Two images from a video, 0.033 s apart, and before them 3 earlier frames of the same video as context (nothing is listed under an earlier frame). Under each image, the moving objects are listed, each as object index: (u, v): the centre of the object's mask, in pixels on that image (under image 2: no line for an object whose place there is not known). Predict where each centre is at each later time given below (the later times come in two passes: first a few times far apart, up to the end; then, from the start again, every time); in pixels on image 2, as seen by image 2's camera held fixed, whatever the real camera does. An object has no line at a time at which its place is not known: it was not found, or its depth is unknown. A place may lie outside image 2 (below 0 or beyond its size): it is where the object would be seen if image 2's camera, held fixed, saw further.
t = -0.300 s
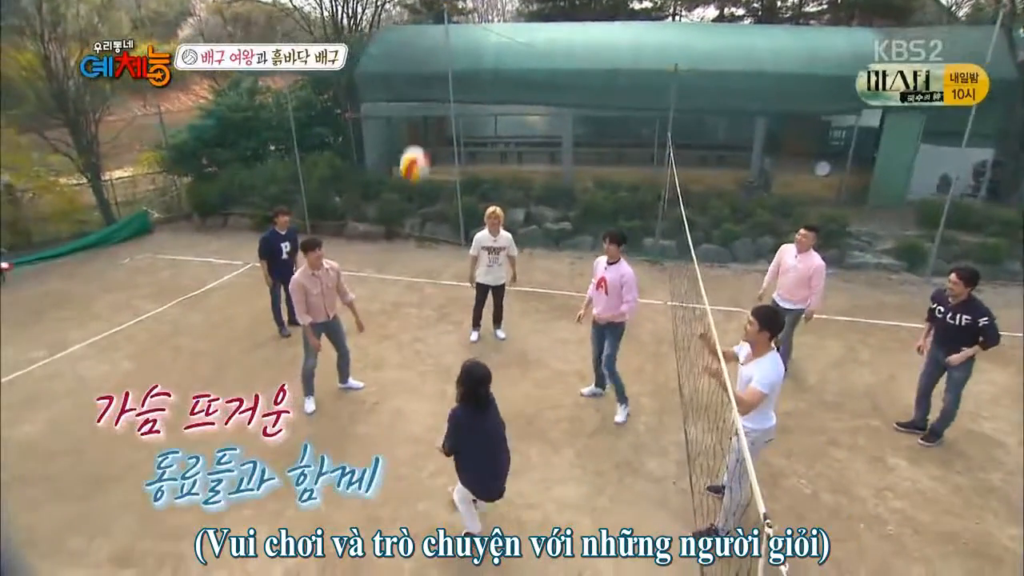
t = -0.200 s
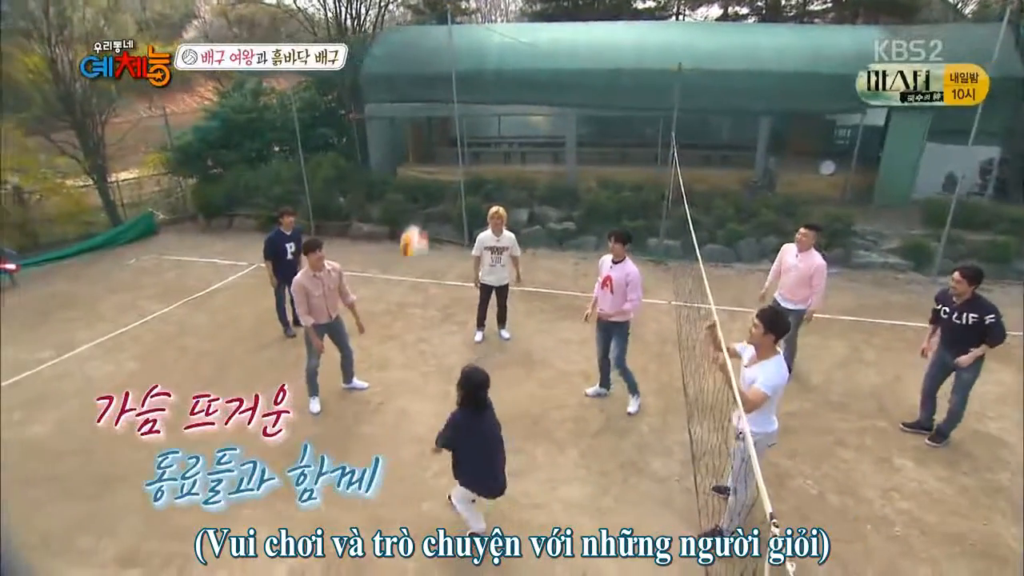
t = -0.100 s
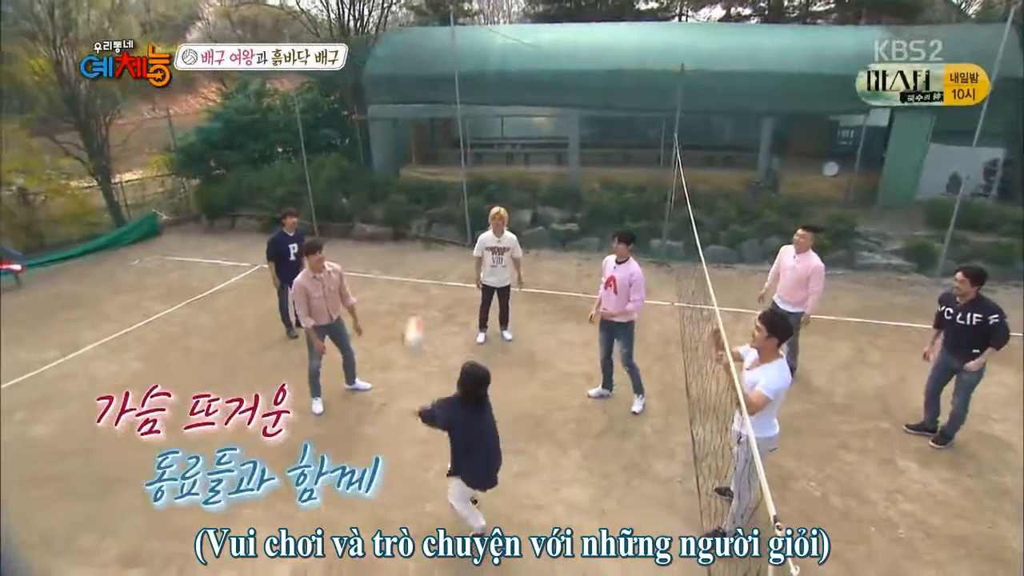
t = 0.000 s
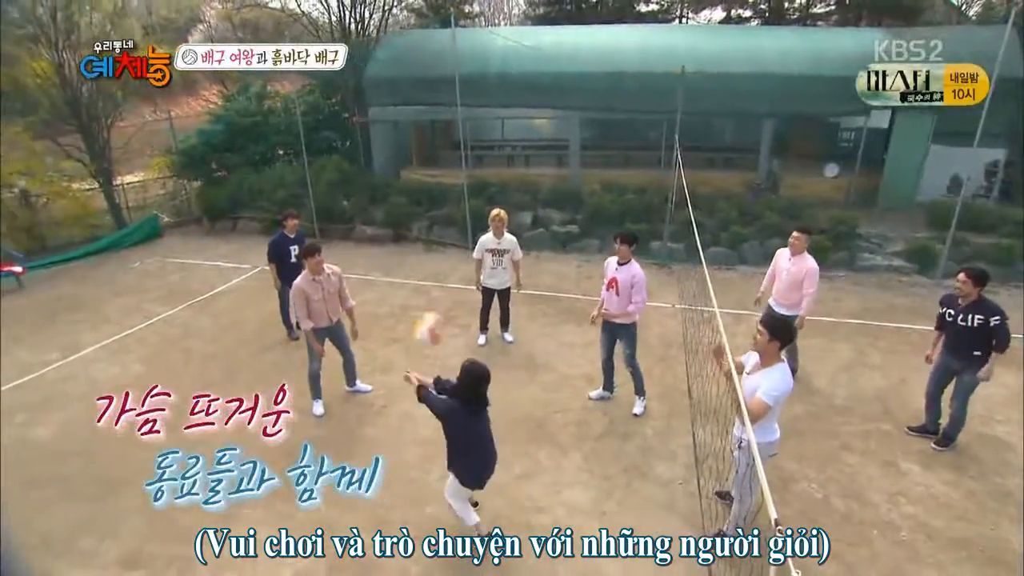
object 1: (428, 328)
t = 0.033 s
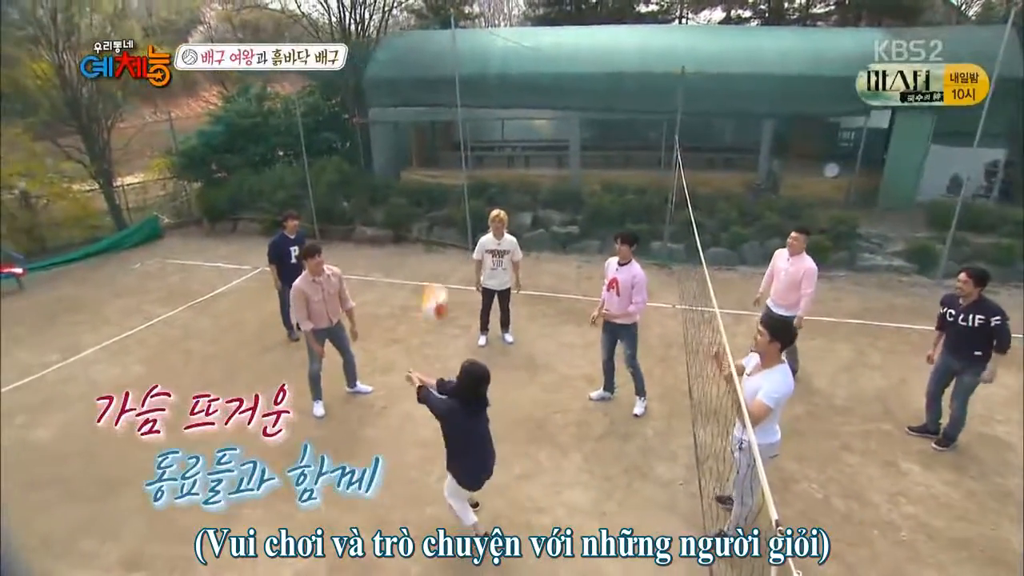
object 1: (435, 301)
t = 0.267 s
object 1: (495, 130)
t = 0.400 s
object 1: (535, 63)
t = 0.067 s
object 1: (443, 275)
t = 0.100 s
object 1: (450, 248)
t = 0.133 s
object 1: (457, 223)
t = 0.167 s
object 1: (466, 199)
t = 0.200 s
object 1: (476, 175)
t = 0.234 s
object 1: (485, 151)
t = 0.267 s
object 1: (495, 130)
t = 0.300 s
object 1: (505, 110)
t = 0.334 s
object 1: (516, 92)
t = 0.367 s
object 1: (526, 77)
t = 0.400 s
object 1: (535, 63)
